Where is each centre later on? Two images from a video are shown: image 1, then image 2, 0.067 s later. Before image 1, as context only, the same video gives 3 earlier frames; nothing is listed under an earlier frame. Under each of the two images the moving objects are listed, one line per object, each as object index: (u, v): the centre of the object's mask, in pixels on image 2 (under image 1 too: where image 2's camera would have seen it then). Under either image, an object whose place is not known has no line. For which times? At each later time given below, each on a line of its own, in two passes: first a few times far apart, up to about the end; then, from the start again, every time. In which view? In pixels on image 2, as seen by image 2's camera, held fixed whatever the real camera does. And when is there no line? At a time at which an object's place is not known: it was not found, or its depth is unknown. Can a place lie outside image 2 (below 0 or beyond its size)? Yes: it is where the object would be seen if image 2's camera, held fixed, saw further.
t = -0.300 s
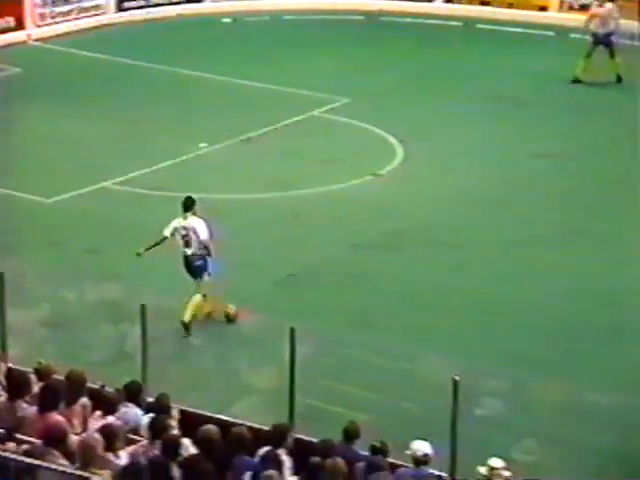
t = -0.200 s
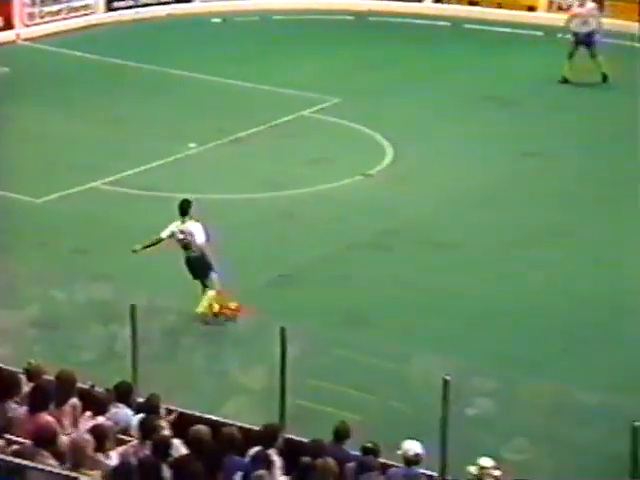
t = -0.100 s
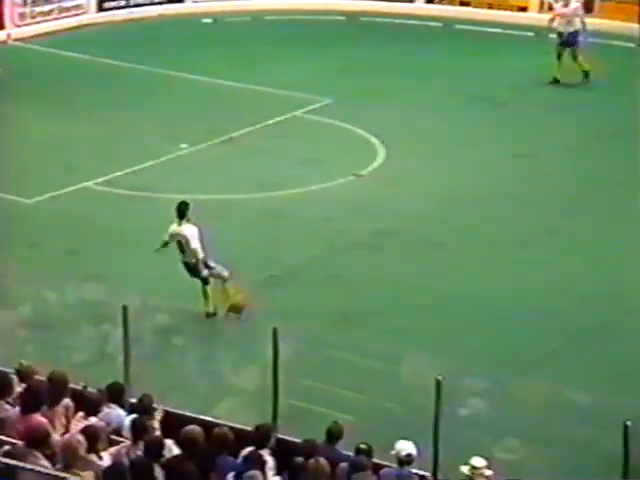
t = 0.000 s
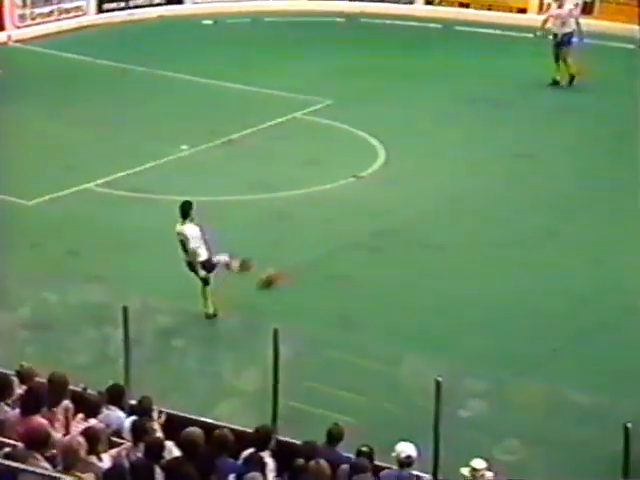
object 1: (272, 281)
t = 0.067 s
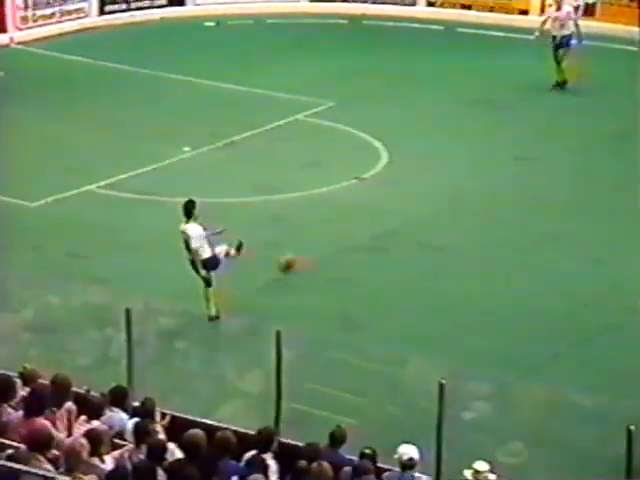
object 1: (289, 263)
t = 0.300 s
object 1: (335, 213)
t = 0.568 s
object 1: (367, 170)
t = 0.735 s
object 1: (380, 149)
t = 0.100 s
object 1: (296, 255)
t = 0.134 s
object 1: (303, 248)
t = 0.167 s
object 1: (310, 241)
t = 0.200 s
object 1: (318, 232)
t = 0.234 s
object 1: (323, 226)
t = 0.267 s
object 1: (330, 219)
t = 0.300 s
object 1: (335, 213)
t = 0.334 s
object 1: (340, 206)
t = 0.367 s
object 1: (343, 201)
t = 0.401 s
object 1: (348, 195)
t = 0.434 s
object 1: (352, 189)
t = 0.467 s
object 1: (356, 184)
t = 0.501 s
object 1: (360, 179)
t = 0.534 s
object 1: (363, 175)
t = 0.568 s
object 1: (367, 170)
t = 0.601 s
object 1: (370, 166)
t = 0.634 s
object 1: (372, 163)
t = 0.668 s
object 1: (376, 157)
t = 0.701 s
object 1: (379, 154)
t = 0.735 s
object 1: (380, 149)
